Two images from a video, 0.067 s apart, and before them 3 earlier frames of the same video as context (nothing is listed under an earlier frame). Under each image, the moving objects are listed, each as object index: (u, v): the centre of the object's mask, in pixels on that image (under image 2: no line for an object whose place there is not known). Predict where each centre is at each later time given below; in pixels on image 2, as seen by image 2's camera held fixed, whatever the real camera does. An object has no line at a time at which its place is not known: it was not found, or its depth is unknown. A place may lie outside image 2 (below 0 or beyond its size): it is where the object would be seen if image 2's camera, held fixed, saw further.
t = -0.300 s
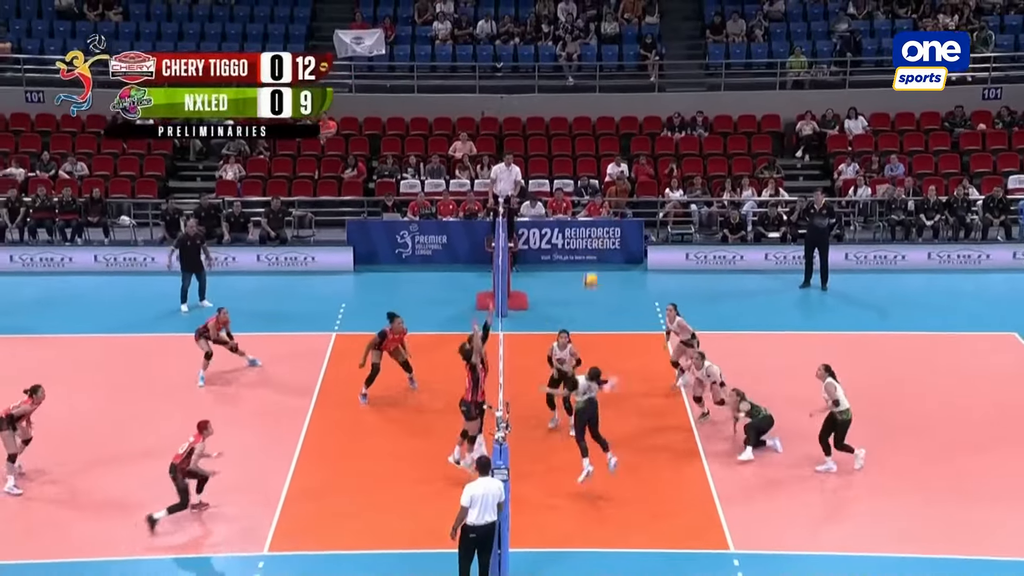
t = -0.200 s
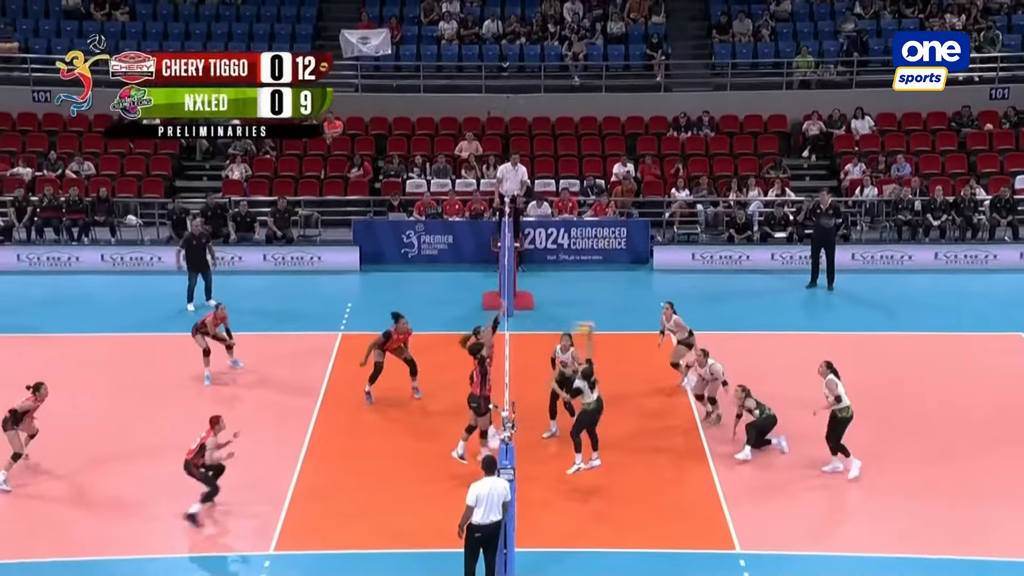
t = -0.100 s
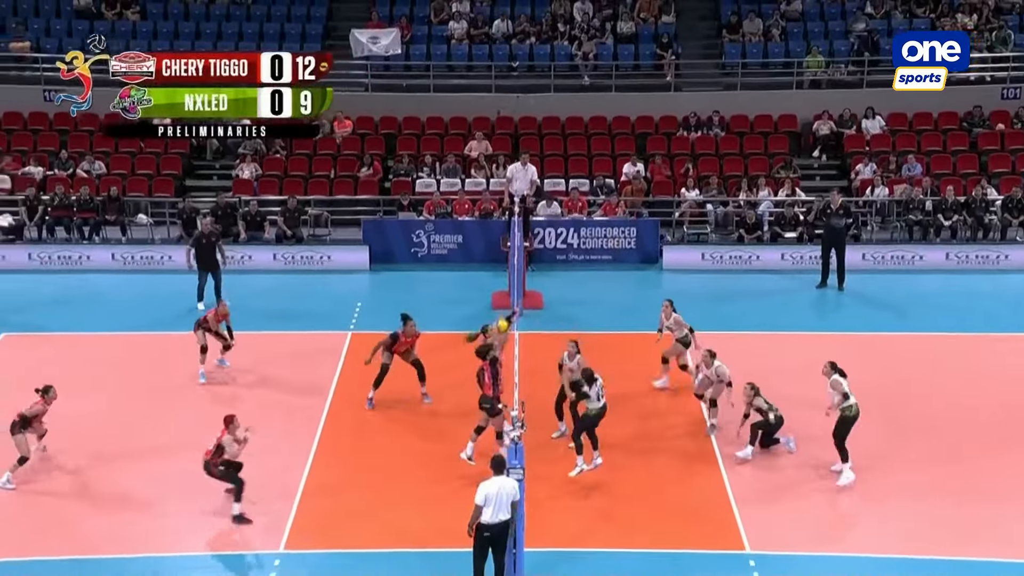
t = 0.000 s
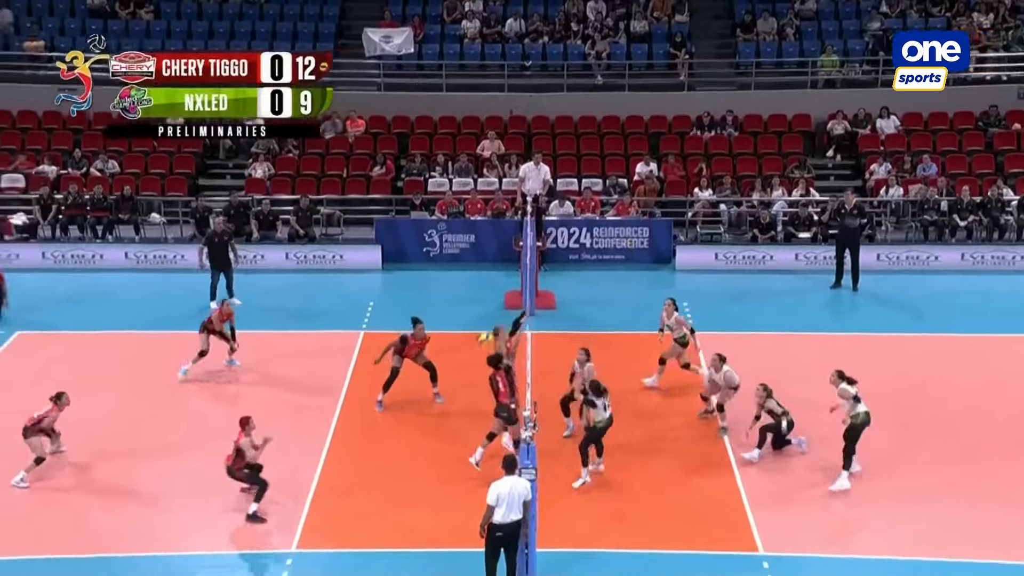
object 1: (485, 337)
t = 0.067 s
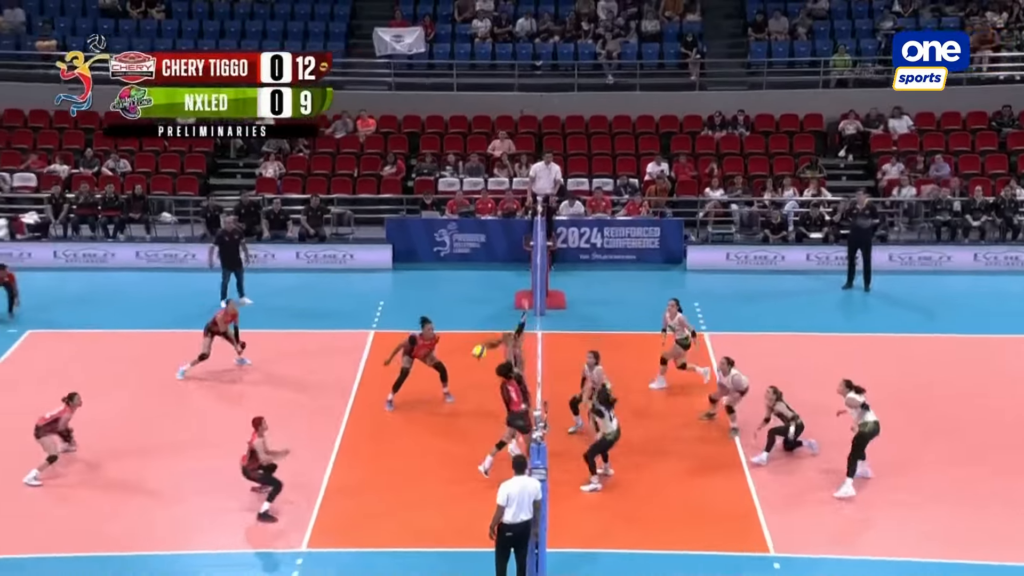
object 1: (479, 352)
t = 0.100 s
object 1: (470, 360)
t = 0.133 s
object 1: (461, 369)
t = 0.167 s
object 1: (452, 378)
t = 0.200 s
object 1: (442, 388)
